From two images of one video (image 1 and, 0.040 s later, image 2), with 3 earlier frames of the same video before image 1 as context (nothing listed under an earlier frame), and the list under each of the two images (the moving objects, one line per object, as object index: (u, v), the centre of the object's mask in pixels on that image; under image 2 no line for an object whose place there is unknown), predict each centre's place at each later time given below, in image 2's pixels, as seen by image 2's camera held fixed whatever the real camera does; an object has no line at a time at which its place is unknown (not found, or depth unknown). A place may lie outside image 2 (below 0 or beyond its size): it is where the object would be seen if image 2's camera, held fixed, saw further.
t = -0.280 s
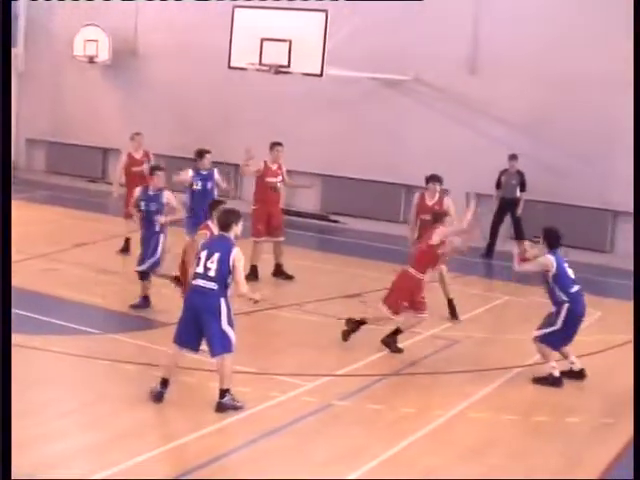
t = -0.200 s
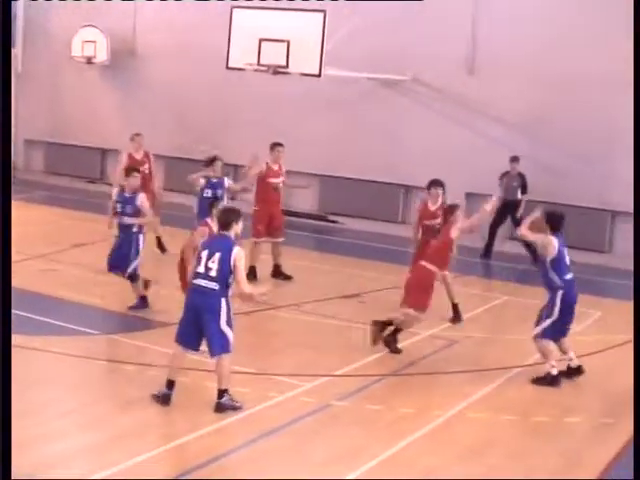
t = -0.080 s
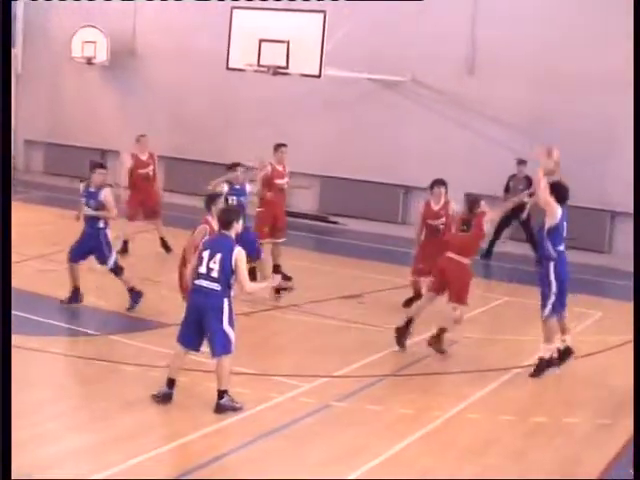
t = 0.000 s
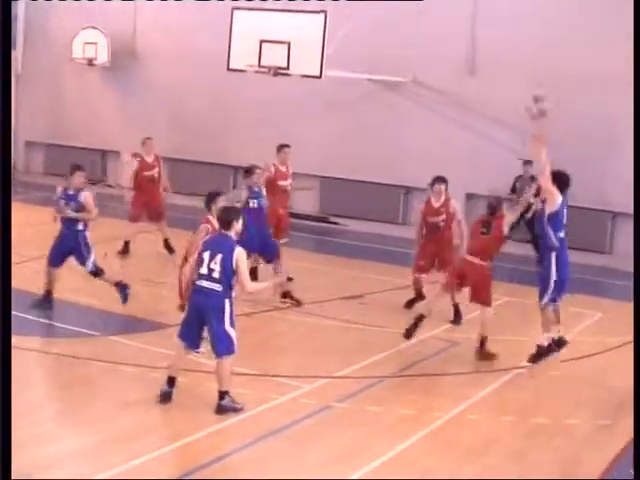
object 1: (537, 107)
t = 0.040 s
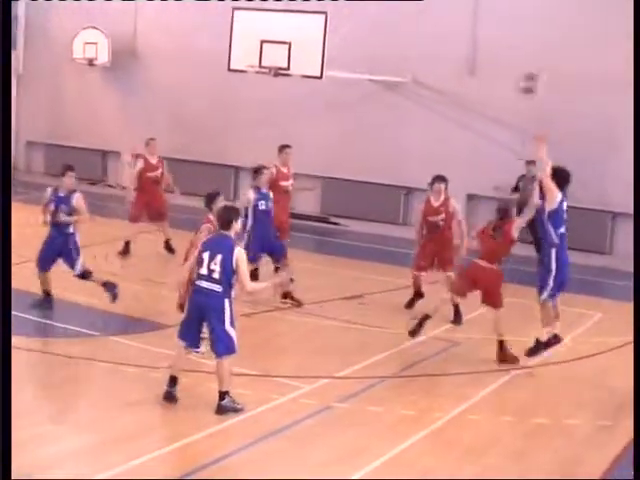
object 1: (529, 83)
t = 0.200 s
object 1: (488, 6)
